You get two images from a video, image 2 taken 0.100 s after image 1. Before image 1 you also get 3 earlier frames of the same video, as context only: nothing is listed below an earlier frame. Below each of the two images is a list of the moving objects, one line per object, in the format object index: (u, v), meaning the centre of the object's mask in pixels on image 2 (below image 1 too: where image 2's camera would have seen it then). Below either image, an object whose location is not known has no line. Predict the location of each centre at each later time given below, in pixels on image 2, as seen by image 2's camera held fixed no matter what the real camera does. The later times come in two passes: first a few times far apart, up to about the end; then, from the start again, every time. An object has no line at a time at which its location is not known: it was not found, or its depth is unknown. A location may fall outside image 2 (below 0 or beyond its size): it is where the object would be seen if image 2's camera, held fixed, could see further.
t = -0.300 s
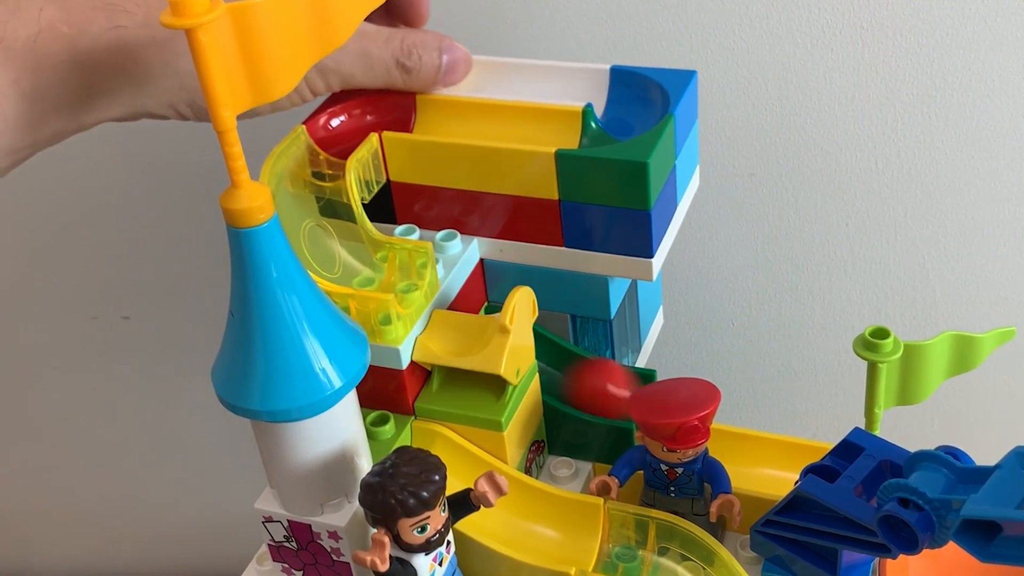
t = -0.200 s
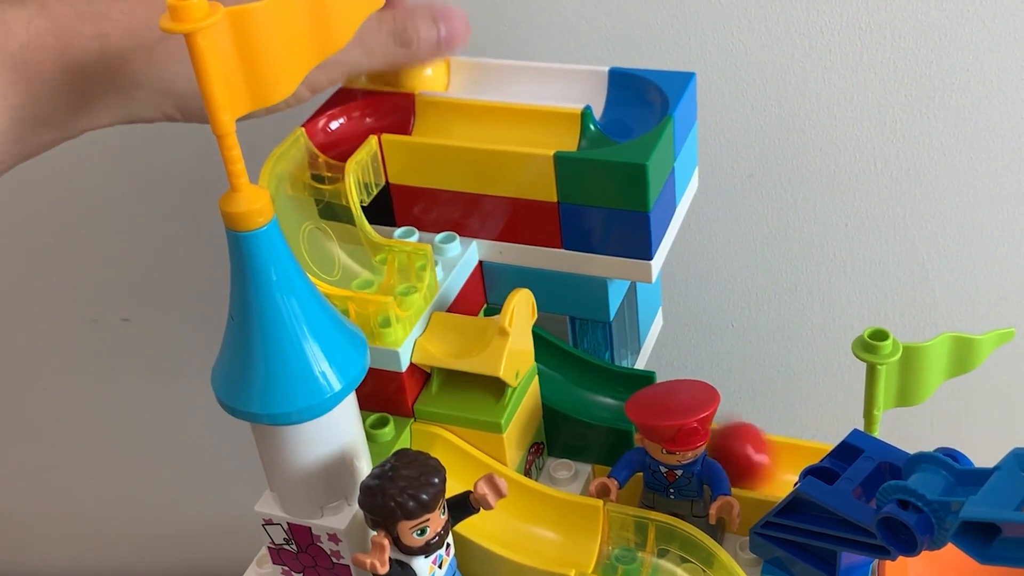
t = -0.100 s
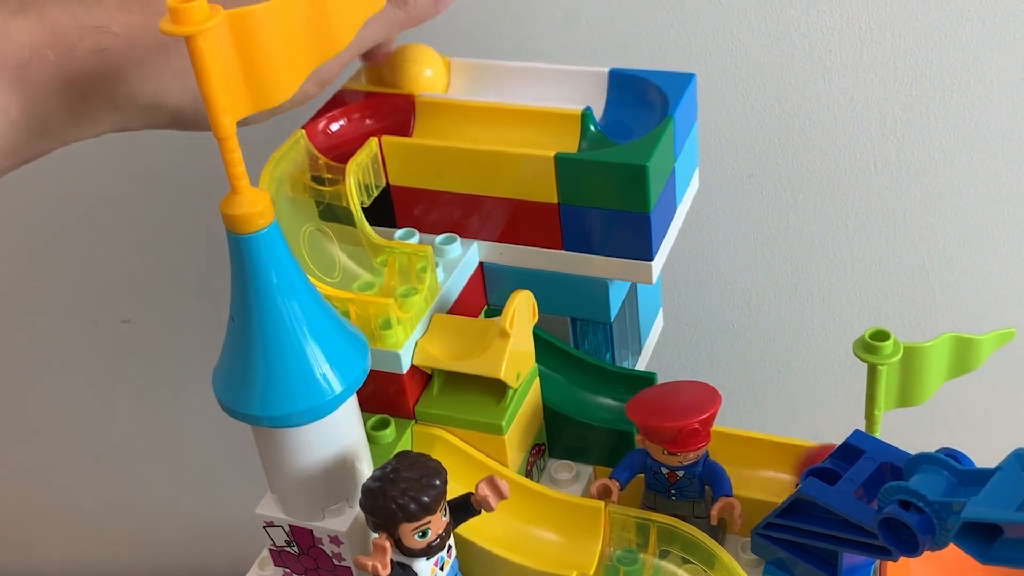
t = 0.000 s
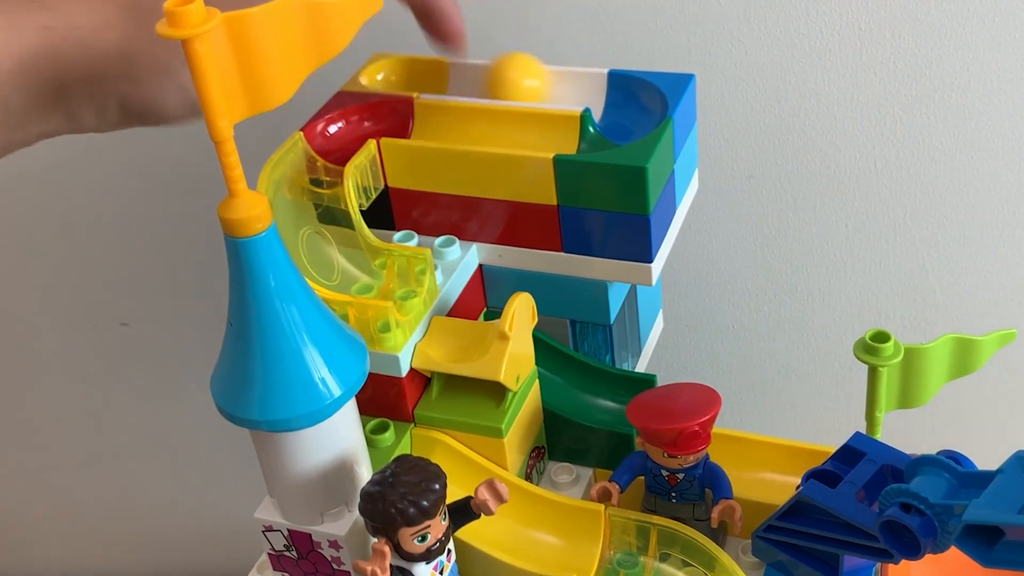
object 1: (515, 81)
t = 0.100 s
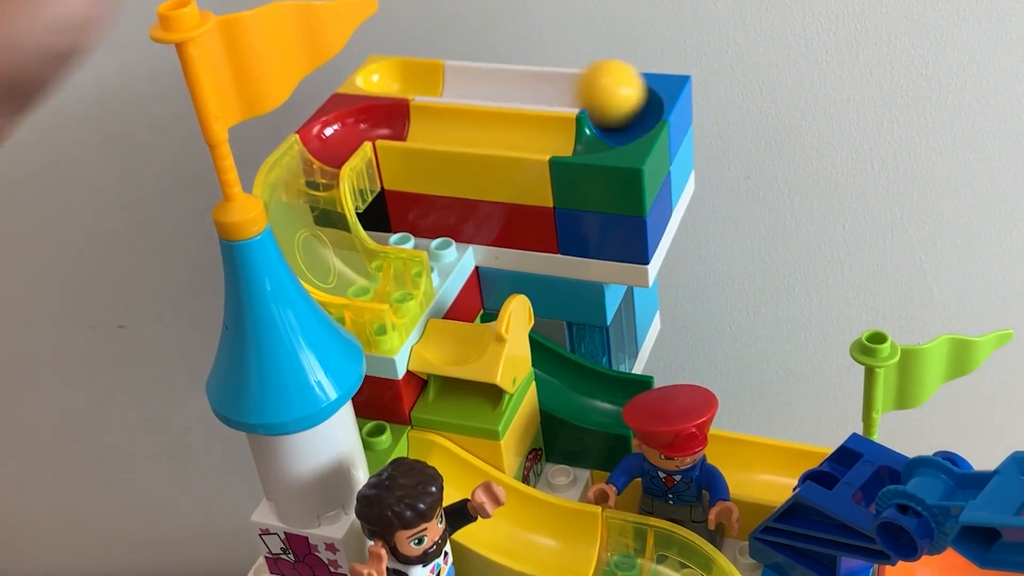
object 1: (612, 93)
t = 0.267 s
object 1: (561, 130)
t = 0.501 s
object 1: (459, 123)
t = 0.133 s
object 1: (625, 106)
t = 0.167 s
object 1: (623, 114)
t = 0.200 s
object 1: (606, 125)
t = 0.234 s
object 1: (584, 130)
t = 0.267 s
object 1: (561, 130)
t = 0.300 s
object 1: (544, 129)
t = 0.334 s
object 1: (532, 129)
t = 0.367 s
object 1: (513, 127)
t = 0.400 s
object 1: (500, 126)
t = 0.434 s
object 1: (485, 125)
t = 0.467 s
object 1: (472, 125)
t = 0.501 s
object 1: (459, 123)
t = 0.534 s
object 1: (445, 122)
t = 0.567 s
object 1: (432, 121)
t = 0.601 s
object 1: (419, 121)
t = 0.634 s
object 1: (407, 119)
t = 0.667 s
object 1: (395, 118)
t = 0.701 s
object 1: (385, 118)
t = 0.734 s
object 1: (373, 120)
